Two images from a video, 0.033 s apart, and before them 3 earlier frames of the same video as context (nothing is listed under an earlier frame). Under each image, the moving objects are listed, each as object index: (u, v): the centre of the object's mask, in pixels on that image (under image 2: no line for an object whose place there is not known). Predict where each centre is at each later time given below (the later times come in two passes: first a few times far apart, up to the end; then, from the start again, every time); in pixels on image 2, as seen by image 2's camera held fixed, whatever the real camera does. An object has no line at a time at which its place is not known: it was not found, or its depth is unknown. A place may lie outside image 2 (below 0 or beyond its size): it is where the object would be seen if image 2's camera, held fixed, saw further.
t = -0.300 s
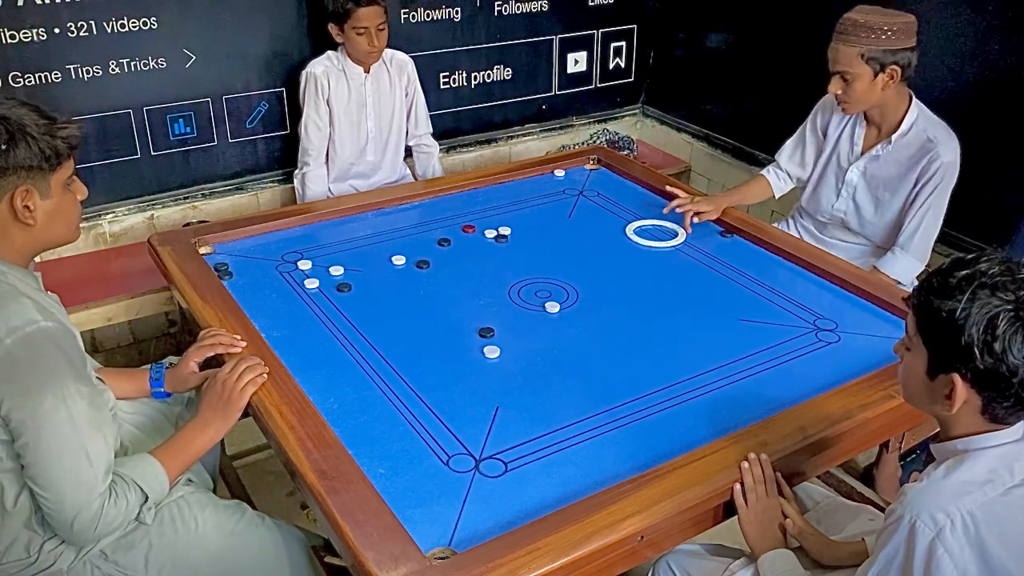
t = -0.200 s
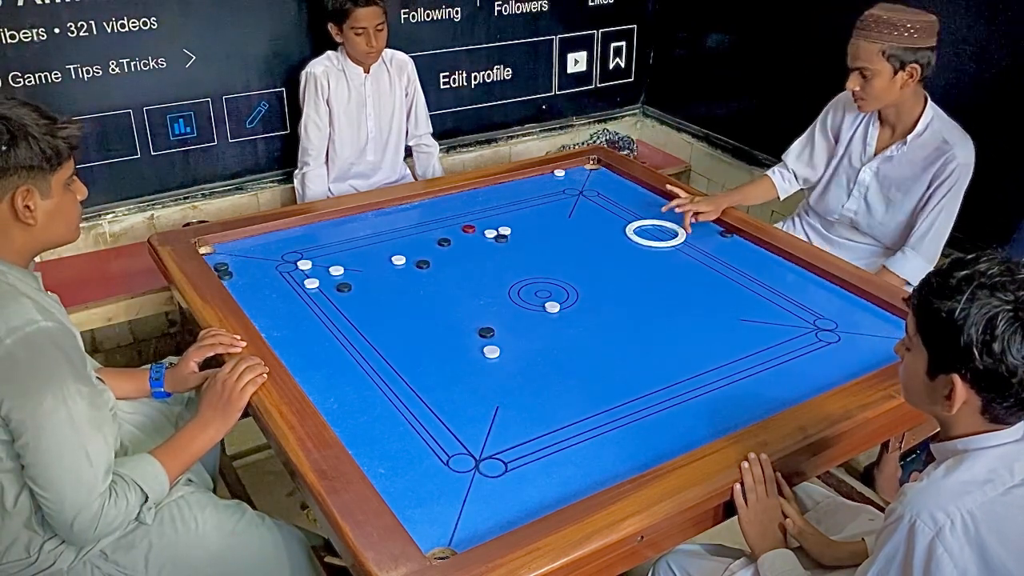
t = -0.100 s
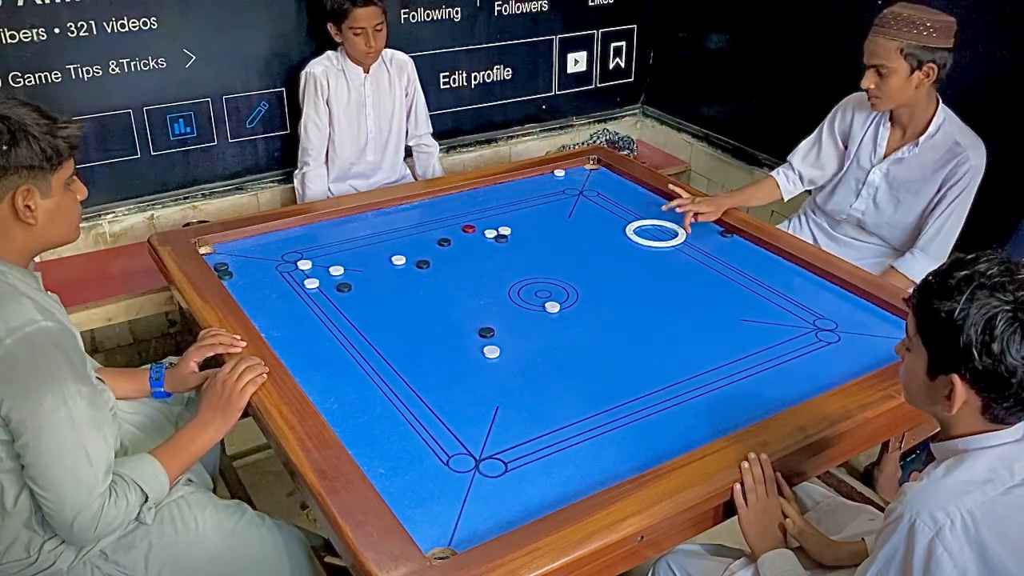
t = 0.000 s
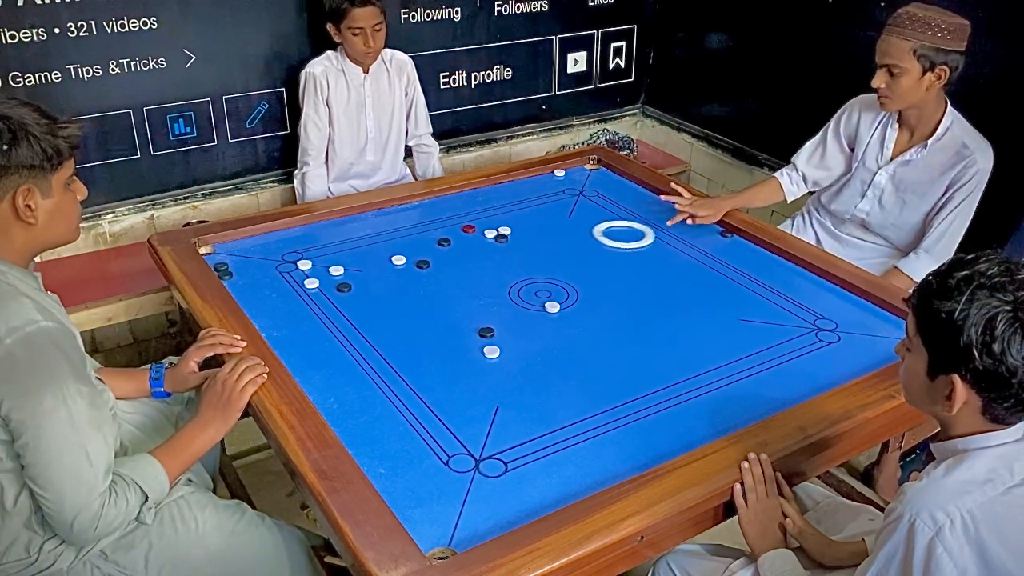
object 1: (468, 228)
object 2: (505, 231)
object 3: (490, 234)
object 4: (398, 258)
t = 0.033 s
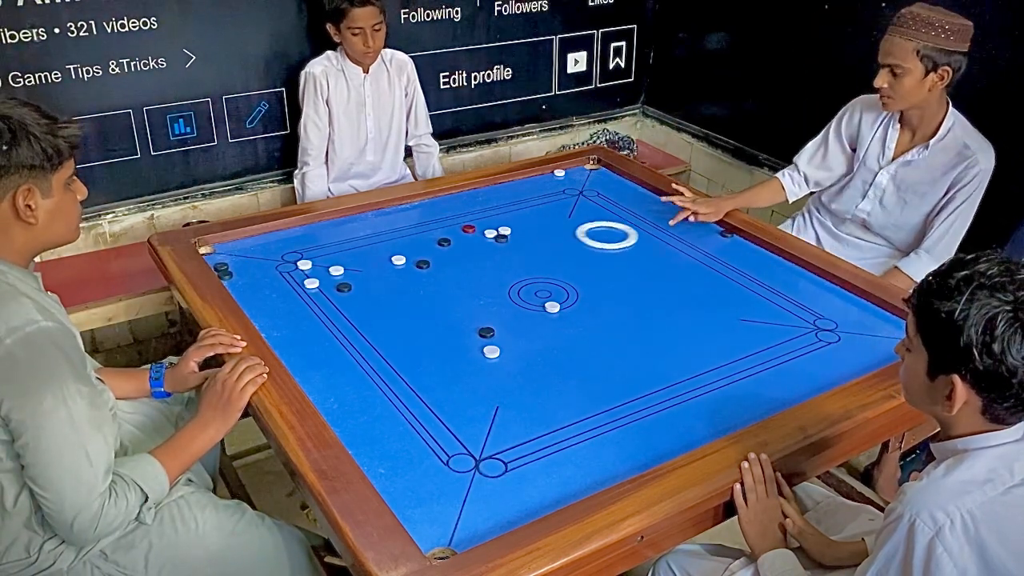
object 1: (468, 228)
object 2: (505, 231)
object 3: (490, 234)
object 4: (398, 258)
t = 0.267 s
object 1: (466, 227)
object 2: (483, 220)
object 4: (398, 258)
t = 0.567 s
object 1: (454, 217)
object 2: (443, 200)
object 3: (368, 229)
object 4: (351, 269)
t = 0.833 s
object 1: (448, 225)
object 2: (458, 207)
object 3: (308, 232)
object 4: (351, 275)
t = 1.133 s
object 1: (444, 245)
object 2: (470, 205)
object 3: (253, 247)
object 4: (352, 280)
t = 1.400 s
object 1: (441, 263)
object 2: (477, 204)
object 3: (211, 252)
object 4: (353, 281)
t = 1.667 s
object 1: (438, 279)
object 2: (479, 204)
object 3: (228, 247)
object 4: (353, 280)
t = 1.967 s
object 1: (435, 293)
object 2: (480, 204)
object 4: (353, 281)
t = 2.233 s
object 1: (433, 303)
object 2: (480, 204)
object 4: (353, 281)
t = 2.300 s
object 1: (433, 305)
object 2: (480, 204)
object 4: (353, 281)
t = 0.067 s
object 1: (468, 228)
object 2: (505, 231)
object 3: (490, 234)
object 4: (398, 258)
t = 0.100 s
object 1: (468, 228)
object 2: (505, 231)
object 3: (490, 234)
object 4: (398, 258)
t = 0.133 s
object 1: (468, 228)
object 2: (505, 231)
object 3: (490, 234)
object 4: (398, 258)
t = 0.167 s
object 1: (468, 228)
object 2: (504, 230)
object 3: (490, 234)
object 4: (398, 258)
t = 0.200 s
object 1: (468, 228)
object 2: (496, 227)
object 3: (482, 233)
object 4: (398, 258)
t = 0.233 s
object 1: (467, 227)
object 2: (489, 223)
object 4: (398, 258)
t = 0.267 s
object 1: (466, 227)
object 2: (483, 220)
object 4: (398, 258)
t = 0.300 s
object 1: (465, 226)
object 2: (477, 217)
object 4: (398, 258)
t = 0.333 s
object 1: (463, 224)
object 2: (471, 213)
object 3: (443, 236)
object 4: (398, 258)
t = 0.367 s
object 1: (462, 223)
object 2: (465, 210)
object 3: (432, 236)
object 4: (398, 258)
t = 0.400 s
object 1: (460, 222)
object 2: (459, 207)
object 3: (421, 235)
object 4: (398, 258)
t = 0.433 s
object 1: (459, 221)
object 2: (454, 204)
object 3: (411, 233)
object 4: (395, 259)
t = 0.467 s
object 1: (457, 220)
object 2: (448, 201)
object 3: (400, 232)
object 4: (383, 261)
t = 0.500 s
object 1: (456, 219)
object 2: (443, 198)
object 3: (389, 231)
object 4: (370, 264)
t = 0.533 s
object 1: (454, 218)
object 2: (441, 197)
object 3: (379, 230)
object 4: (358, 267)
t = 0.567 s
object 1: (454, 217)
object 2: (443, 200)
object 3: (368, 229)
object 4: (351, 269)
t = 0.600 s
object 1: (453, 216)
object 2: (445, 203)
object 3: (358, 228)
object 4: (351, 270)
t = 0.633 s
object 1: (453, 216)
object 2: (447, 205)
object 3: (348, 227)
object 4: (351, 271)
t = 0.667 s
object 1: (451, 215)
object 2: (450, 208)
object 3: (338, 226)
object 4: (351, 271)
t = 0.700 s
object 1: (451, 216)
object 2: (452, 208)
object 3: (327, 225)
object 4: (351, 272)
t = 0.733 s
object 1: (449, 218)
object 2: (453, 208)
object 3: (317, 224)
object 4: (351, 273)
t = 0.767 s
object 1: (449, 220)
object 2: (455, 208)
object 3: (313, 226)
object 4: (351, 274)
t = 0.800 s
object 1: (448, 223)
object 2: (457, 207)
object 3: (310, 229)
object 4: (351, 275)
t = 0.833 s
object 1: (448, 225)
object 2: (458, 207)
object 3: (308, 232)
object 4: (351, 275)
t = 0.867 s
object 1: (448, 227)
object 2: (460, 207)
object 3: (305, 235)
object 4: (351, 276)
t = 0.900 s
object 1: (447, 230)
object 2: (461, 206)
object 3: (303, 238)
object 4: (351, 277)
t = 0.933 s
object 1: (447, 232)
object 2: (463, 206)
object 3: (299, 241)
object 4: (351, 277)
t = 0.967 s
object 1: (446, 234)
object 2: (464, 206)
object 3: (292, 242)
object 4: (351, 278)
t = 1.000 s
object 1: (446, 237)
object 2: (465, 206)
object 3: (284, 244)
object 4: (352, 278)
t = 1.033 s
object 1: (446, 239)
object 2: (466, 205)
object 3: (276, 245)
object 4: (352, 279)
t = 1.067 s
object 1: (445, 241)
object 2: (467, 205)
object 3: (268, 246)
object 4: (352, 279)
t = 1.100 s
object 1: (445, 243)
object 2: (469, 205)
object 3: (261, 247)
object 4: (352, 279)
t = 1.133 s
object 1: (444, 245)
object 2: (470, 205)
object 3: (253, 247)
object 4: (352, 280)
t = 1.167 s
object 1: (444, 248)
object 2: (471, 204)
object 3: (245, 248)
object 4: (352, 280)
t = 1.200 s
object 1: (443, 250)
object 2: (472, 204)
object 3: (238, 249)
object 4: (353, 280)
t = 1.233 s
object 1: (443, 252)
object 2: (473, 204)
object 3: (230, 250)
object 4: (353, 280)
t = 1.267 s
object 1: (443, 254)
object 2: (474, 204)
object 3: (222, 251)
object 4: (353, 280)
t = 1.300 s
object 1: (442, 257)
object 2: (474, 204)
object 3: (214, 252)
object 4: (353, 280)
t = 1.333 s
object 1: (442, 259)
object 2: (475, 204)
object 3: (208, 253)
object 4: (353, 281)
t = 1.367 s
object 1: (442, 261)
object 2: (476, 204)
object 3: (207, 253)
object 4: (353, 281)
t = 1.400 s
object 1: (441, 263)
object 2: (477, 204)
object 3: (211, 252)
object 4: (353, 281)
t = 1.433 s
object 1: (441, 265)
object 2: (477, 204)
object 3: (213, 249)
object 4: (353, 281)
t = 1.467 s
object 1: (440, 267)
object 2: (477, 204)
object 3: (216, 248)
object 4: (353, 281)
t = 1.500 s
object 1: (440, 269)
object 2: (478, 204)
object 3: (217, 246)
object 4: (354, 280)
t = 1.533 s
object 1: (439, 271)
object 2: (478, 204)
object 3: (219, 245)
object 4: (354, 280)
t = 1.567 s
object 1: (439, 273)
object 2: (478, 204)
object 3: (221, 245)
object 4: (353, 280)
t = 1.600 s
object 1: (439, 275)
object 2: (479, 204)
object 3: (224, 246)
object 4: (353, 280)
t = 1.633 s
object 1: (438, 277)
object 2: (479, 204)
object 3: (226, 247)
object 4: (353, 280)
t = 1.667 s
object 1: (438, 279)
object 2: (479, 204)
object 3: (228, 247)
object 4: (353, 280)
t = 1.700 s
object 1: (437, 281)
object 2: (479, 204)
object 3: (229, 247)
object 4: (353, 280)
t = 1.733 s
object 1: (437, 283)
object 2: (479, 204)
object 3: (228, 247)
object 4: (353, 281)
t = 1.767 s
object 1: (437, 284)
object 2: (479, 204)
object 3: (227, 246)
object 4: (353, 281)
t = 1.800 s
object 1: (437, 286)
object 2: (480, 204)
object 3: (227, 246)
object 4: (353, 281)
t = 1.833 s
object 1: (436, 287)
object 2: (480, 204)
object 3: (226, 246)
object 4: (353, 281)
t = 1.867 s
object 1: (436, 289)
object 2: (480, 204)
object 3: (225, 246)
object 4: (353, 281)
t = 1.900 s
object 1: (436, 290)
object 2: (480, 204)
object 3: (225, 246)
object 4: (353, 281)
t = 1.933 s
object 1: (435, 292)
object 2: (480, 204)
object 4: (353, 281)
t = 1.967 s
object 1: (435, 293)
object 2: (480, 204)
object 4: (353, 281)
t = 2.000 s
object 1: (435, 294)
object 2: (480, 204)
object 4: (353, 281)
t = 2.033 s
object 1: (435, 295)
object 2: (480, 204)
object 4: (353, 281)
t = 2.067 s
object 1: (435, 297)
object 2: (480, 204)
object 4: (353, 281)
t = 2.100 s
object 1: (434, 298)
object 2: (480, 204)
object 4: (353, 281)
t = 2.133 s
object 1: (434, 299)
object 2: (480, 204)
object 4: (353, 281)
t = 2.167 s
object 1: (434, 300)
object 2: (480, 204)
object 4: (353, 281)
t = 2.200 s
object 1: (434, 301)
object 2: (480, 204)
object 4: (353, 281)
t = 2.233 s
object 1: (433, 303)
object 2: (480, 204)
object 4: (353, 281)
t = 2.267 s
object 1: (433, 304)
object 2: (480, 204)
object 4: (353, 281)
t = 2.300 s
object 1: (433, 305)
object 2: (480, 204)
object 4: (353, 281)
